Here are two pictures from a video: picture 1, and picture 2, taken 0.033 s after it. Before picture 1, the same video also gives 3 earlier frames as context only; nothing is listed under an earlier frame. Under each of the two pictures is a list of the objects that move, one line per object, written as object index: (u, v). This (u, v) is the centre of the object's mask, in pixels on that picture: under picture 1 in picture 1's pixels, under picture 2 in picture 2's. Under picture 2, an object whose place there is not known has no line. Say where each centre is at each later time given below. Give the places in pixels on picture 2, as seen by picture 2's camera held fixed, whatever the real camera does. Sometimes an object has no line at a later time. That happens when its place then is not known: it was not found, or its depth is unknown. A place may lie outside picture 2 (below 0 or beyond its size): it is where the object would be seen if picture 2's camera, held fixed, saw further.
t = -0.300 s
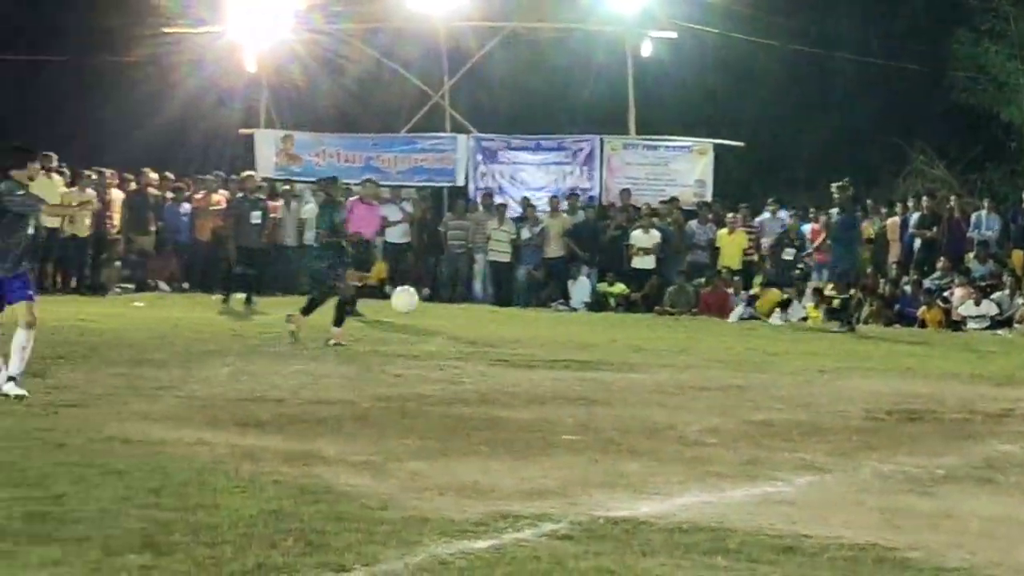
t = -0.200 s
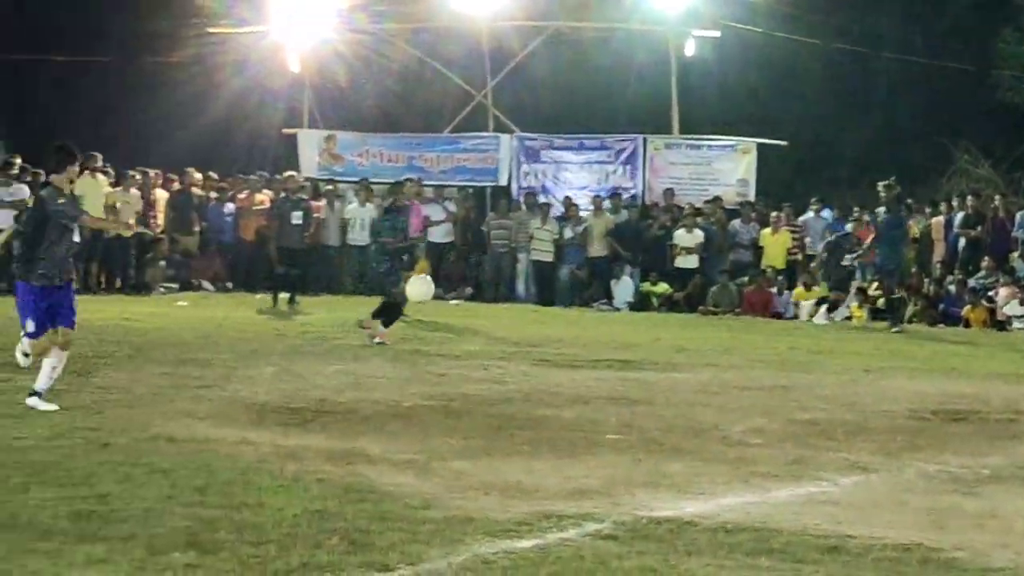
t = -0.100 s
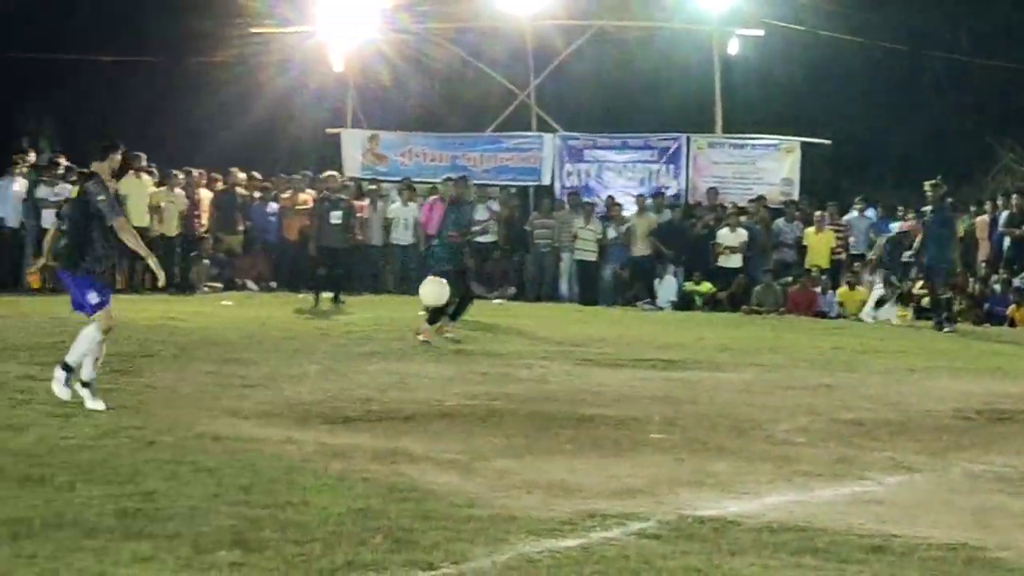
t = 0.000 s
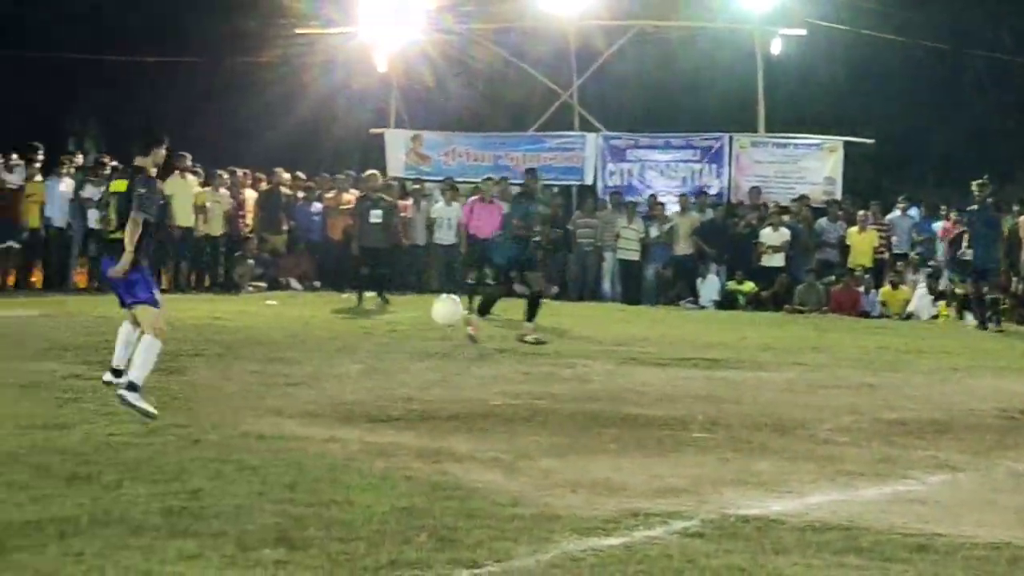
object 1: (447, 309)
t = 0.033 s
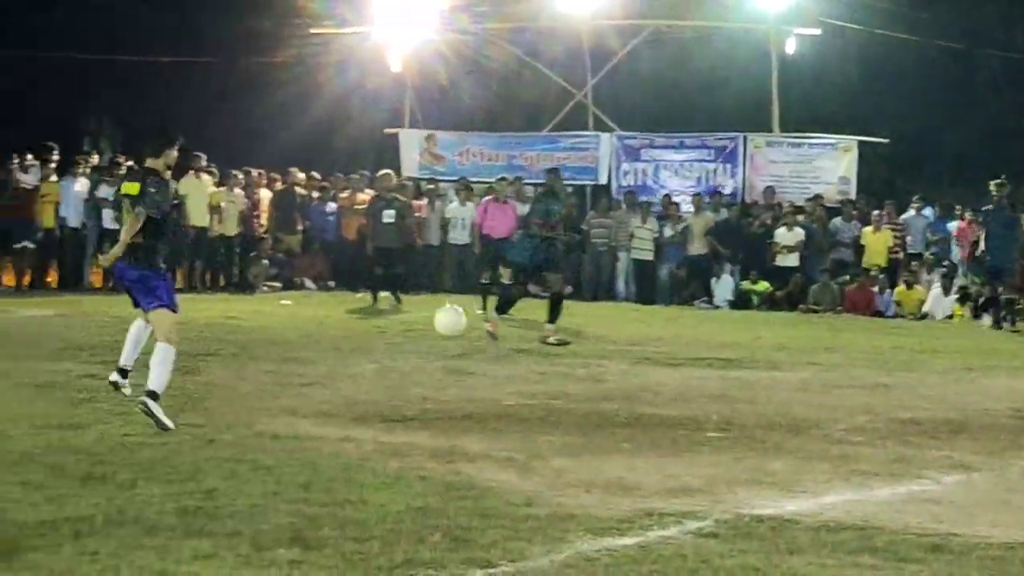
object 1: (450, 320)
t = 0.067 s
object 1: (443, 333)
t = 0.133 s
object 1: (421, 365)
